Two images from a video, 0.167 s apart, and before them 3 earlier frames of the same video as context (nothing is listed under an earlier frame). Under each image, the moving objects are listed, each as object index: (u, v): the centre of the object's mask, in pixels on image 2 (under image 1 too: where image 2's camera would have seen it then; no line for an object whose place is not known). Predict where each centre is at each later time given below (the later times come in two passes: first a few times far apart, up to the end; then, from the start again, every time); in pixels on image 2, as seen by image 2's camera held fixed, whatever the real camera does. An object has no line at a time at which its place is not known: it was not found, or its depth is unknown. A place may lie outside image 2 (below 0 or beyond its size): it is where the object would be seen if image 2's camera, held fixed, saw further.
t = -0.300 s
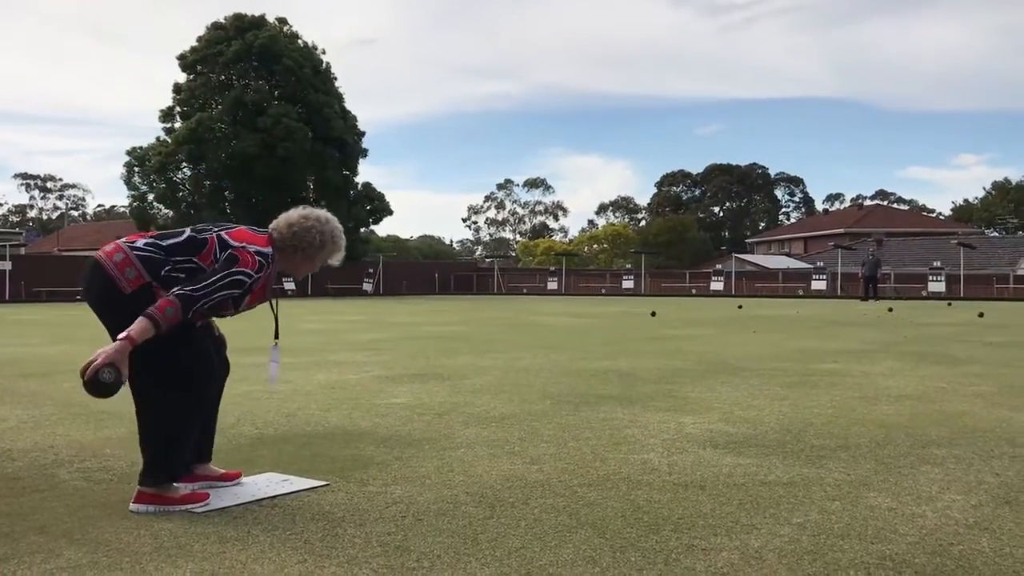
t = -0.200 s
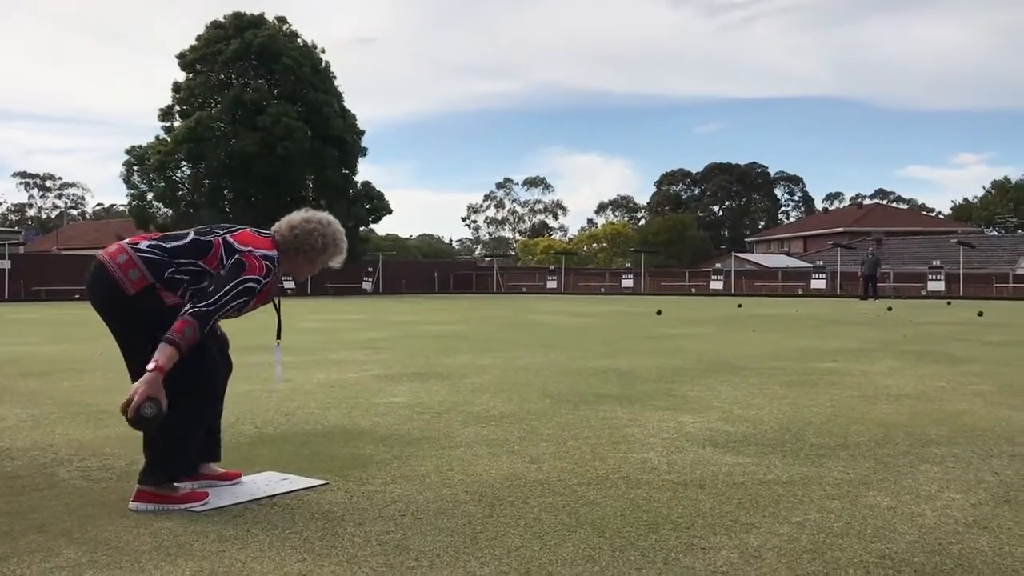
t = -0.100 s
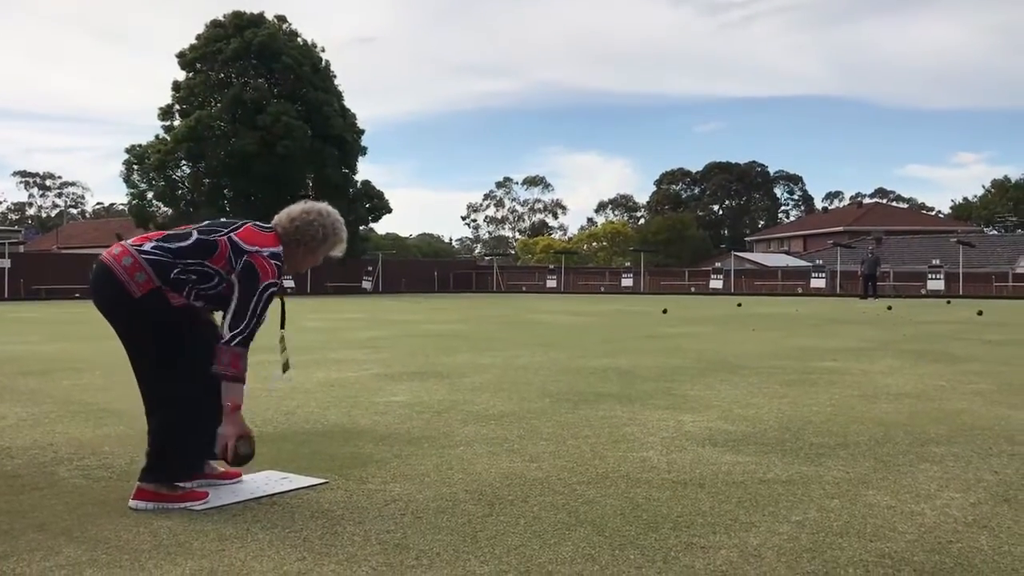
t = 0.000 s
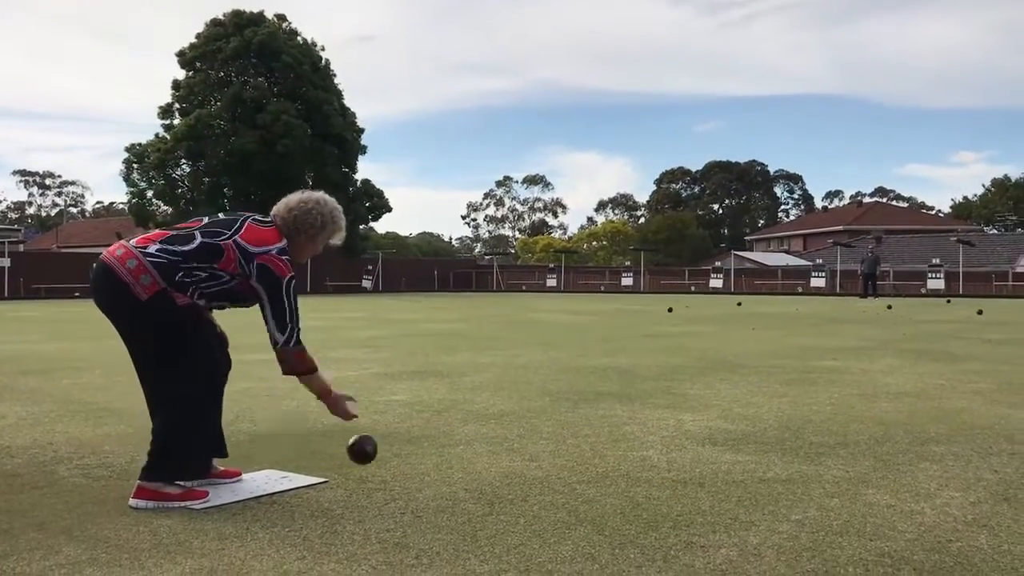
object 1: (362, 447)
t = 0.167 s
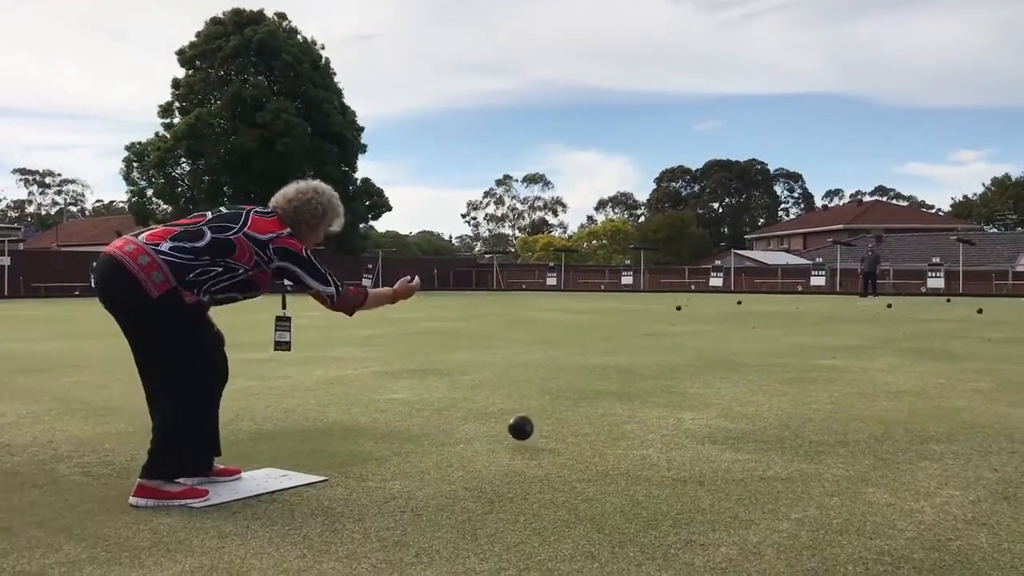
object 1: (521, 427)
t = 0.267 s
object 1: (591, 422)
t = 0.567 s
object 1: (734, 397)
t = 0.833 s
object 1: (817, 382)
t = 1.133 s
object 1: (887, 369)
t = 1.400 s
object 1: (935, 361)
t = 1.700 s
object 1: (977, 352)
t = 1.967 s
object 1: (1006, 346)
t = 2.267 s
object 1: (1033, 341)
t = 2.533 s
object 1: (1053, 336)
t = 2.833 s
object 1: (1071, 332)
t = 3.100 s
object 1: (1085, 329)
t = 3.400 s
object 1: (1098, 327)
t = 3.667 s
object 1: (1108, 323)
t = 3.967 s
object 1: (1116, 321)
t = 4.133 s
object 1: (1119, 320)
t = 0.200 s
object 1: (546, 425)
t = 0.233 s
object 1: (569, 425)
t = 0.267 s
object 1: (591, 422)
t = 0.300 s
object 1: (611, 416)
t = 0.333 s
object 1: (630, 413)
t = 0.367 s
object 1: (648, 412)
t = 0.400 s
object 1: (664, 408)
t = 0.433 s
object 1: (680, 405)
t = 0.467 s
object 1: (695, 404)
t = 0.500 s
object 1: (708, 401)
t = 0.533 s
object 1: (721, 398)
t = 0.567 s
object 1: (734, 397)
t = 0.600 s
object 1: (746, 394)
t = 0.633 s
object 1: (757, 393)
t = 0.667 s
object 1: (768, 391)
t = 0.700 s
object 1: (779, 389)
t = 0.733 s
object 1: (789, 387)
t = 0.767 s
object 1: (799, 386)
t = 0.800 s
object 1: (808, 384)
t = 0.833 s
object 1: (817, 382)
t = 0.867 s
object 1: (826, 380)
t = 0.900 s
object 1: (834, 379)
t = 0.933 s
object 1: (843, 378)
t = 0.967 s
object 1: (851, 376)
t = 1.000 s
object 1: (859, 375)
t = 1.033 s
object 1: (866, 373)
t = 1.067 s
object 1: (873, 372)
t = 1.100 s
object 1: (881, 371)
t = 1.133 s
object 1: (887, 369)
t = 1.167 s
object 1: (894, 368)
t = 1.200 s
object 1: (900, 367)
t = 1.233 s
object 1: (906, 366)
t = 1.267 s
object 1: (912, 365)
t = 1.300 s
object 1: (918, 364)
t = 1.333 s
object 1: (924, 363)
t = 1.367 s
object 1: (929, 362)
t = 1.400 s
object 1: (935, 361)
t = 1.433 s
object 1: (940, 360)
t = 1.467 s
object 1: (945, 359)
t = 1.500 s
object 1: (950, 357)
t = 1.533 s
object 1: (955, 357)
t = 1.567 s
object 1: (959, 356)
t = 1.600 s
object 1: (964, 355)
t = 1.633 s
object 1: (968, 354)
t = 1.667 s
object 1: (972, 353)
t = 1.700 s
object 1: (977, 352)
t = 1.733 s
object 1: (980, 352)
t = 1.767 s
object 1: (985, 351)
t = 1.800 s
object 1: (989, 350)
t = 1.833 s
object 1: (992, 349)
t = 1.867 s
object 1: (996, 348)
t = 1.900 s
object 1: (999, 348)
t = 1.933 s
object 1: (1002, 347)
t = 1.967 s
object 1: (1006, 346)
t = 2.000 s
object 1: (1009, 345)
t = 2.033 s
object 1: (1013, 345)
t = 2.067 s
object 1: (1016, 344)
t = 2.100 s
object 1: (1019, 343)
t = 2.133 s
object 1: (1022, 343)
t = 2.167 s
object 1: (1025, 342)
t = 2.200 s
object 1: (1027, 342)
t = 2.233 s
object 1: (1030, 341)
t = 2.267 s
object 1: (1033, 341)
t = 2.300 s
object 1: (1035, 340)
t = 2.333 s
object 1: (1038, 340)
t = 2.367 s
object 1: (1041, 339)
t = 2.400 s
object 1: (1043, 338)
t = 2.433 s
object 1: (1046, 338)
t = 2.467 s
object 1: (1048, 337)
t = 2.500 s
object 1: (1050, 337)
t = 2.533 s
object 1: (1053, 336)
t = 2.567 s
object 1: (1055, 336)
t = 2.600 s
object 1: (1057, 335)
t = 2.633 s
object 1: (1059, 335)
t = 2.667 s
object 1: (1061, 335)
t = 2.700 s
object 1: (1064, 334)
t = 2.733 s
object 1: (1065, 334)
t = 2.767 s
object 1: (1067, 333)
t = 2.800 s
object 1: (1069, 333)
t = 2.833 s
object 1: (1071, 332)
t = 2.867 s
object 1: (1072, 332)
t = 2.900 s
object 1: (1074, 331)
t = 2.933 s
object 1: (1076, 331)
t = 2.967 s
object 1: (1078, 330)
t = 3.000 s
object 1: (1080, 330)
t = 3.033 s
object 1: (1081, 330)
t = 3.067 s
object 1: (1083, 330)
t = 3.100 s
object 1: (1085, 329)
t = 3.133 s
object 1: (1086, 329)
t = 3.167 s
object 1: (1088, 328)
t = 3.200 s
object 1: (1089, 328)
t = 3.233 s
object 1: (1091, 328)
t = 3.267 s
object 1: (1092, 327)
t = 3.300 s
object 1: (1094, 327)
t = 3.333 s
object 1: (1095, 327)
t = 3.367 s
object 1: (1097, 327)
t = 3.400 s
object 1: (1098, 327)
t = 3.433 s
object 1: (1099, 326)
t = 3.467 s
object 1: (1101, 325)
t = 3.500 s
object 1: (1102, 325)
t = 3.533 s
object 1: (1103, 325)
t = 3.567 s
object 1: (1105, 324)
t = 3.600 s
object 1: (1106, 324)
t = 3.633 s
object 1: (1106, 324)
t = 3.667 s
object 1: (1108, 323)
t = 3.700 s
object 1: (1109, 323)
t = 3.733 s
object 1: (1110, 323)
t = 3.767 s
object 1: (1110, 323)
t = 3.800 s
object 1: (1112, 322)
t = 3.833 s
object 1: (1113, 322)
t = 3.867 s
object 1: (1113, 322)
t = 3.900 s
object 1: (1114, 321)
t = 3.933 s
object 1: (1116, 321)
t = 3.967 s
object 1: (1116, 321)
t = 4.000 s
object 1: (1117, 321)
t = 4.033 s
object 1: (1117, 320)
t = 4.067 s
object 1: (1117, 321)
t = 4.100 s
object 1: (1119, 320)
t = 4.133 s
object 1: (1119, 320)
